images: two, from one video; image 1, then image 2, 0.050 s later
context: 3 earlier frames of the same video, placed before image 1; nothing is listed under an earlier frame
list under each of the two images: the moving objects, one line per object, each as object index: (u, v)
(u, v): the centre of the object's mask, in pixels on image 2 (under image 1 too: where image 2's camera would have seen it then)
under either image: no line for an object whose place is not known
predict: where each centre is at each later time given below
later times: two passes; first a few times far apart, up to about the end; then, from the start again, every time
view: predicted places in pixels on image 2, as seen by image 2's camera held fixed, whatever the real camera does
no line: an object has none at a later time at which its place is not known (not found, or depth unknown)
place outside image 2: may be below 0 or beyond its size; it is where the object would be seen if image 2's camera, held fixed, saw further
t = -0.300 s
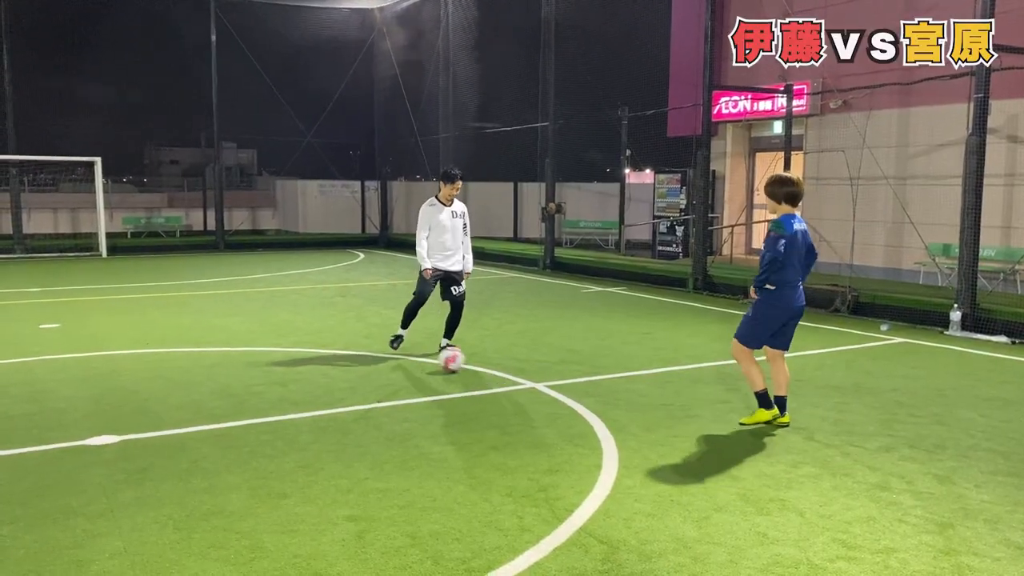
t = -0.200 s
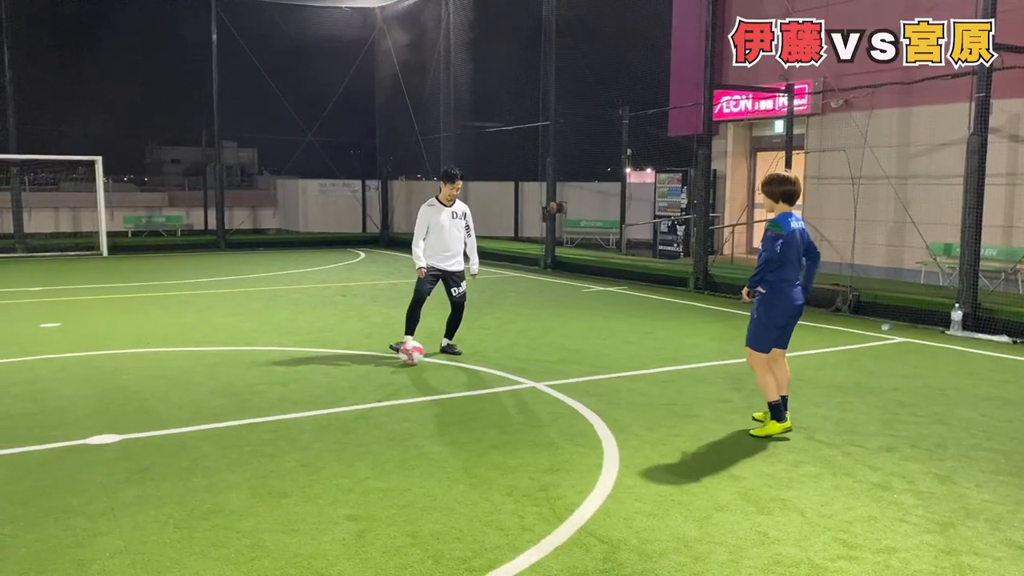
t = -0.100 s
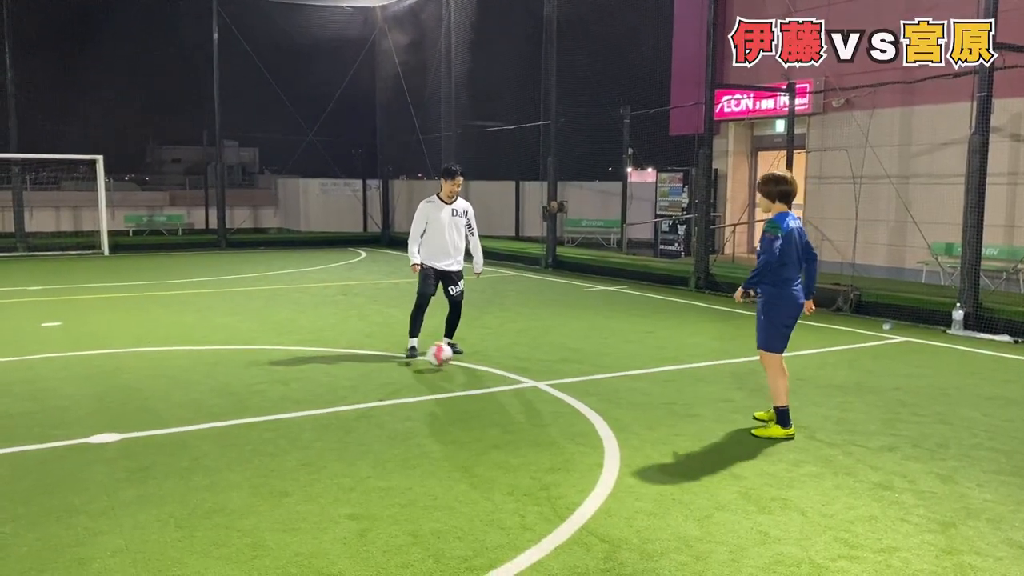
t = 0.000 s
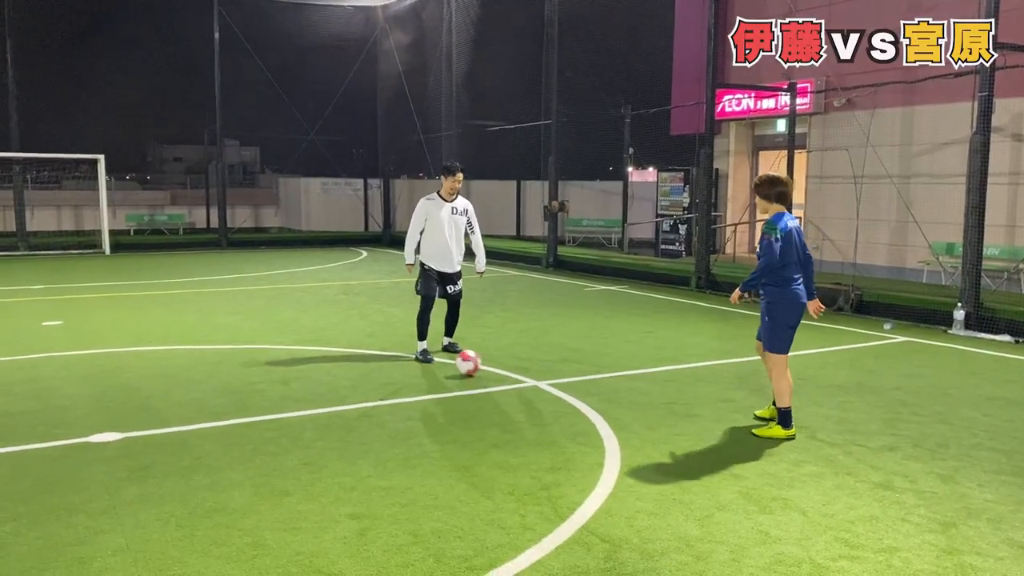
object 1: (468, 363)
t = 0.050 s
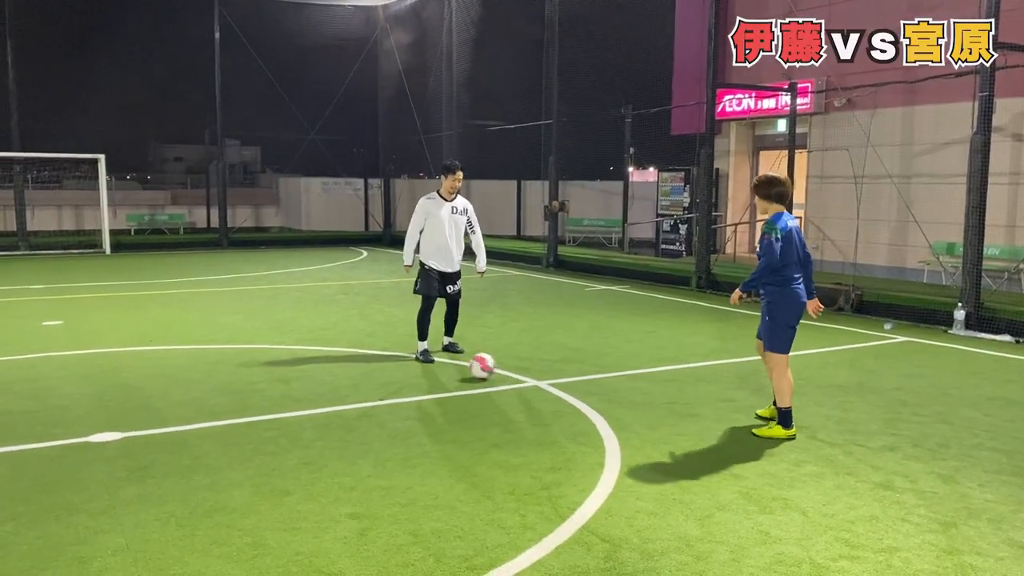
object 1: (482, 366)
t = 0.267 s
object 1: (539, 379)
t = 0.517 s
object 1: (604, 394)
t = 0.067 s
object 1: (486, 367)
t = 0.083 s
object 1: (491, 369)
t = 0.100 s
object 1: (495, 369)
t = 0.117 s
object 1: (500, 371)
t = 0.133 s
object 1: (504, 372)
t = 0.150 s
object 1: (508, 372)
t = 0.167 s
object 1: (513, 373)
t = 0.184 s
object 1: (517, 374)
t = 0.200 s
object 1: (522, 375)
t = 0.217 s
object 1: (526, 376)
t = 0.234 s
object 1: (531, 378)
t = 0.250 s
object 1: (534, 378)
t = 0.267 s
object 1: (539, 379)
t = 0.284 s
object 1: (543, 380)
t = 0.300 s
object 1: (547, 381)
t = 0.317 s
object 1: (551, 382)
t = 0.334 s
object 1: (556, 383)
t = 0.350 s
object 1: (559, 384)
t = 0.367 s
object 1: (564, 385)
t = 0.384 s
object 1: (568, 386)
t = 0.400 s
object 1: (572, 387)
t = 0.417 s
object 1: (576, 388)
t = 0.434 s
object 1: (581, 390)
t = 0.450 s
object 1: (586, 390)
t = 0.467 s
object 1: (590, 391)
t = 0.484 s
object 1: (594, 393)
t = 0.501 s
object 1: (599, 393)
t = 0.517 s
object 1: (604, 394)
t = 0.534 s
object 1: (608, 395)
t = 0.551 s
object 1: (613, 396)
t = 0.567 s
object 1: (618, 397)
